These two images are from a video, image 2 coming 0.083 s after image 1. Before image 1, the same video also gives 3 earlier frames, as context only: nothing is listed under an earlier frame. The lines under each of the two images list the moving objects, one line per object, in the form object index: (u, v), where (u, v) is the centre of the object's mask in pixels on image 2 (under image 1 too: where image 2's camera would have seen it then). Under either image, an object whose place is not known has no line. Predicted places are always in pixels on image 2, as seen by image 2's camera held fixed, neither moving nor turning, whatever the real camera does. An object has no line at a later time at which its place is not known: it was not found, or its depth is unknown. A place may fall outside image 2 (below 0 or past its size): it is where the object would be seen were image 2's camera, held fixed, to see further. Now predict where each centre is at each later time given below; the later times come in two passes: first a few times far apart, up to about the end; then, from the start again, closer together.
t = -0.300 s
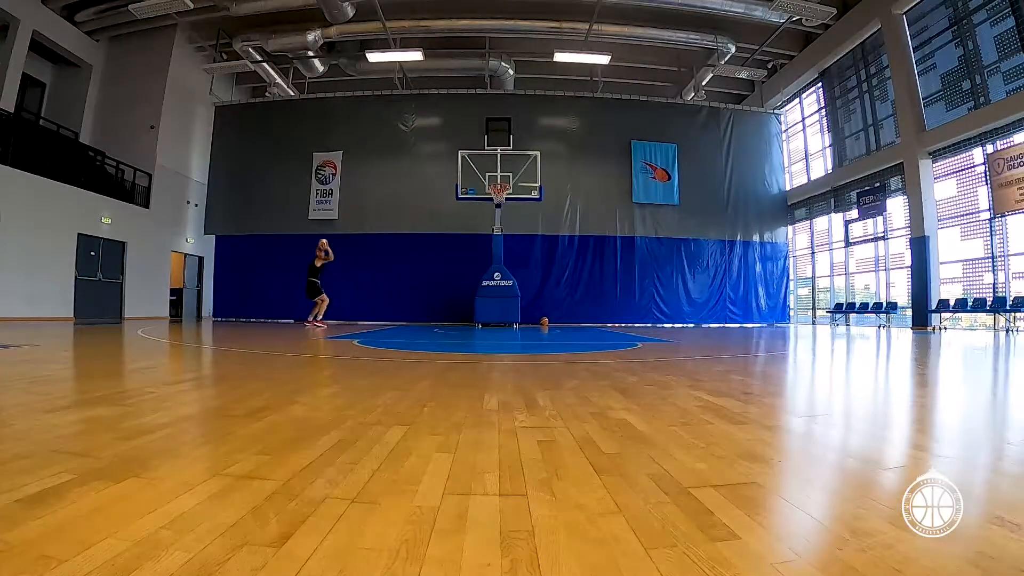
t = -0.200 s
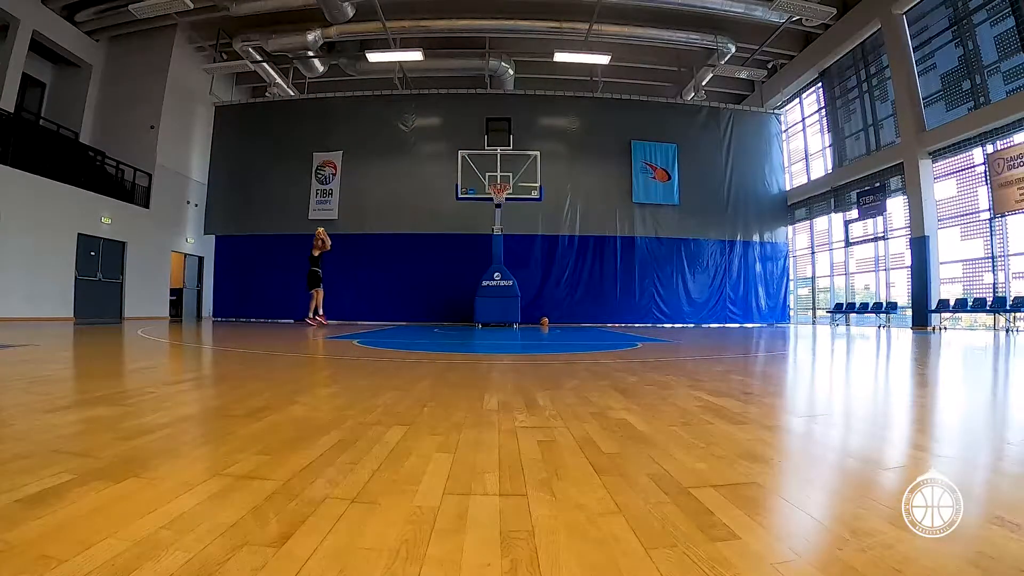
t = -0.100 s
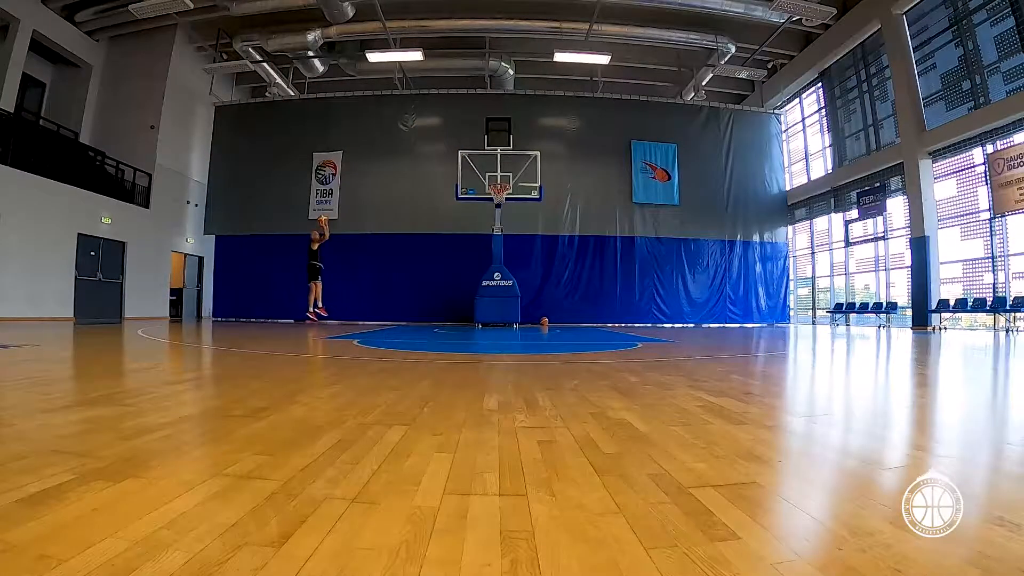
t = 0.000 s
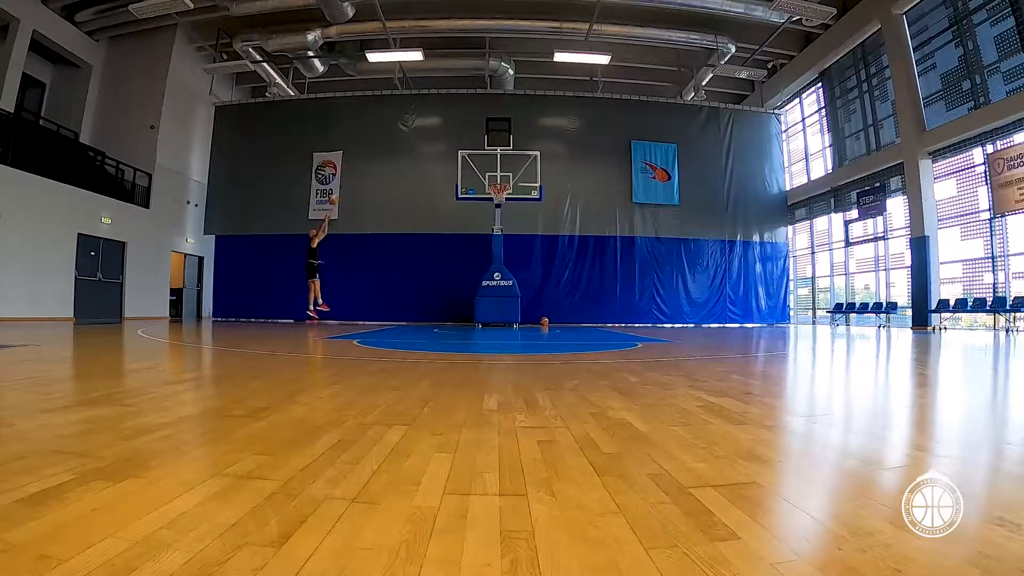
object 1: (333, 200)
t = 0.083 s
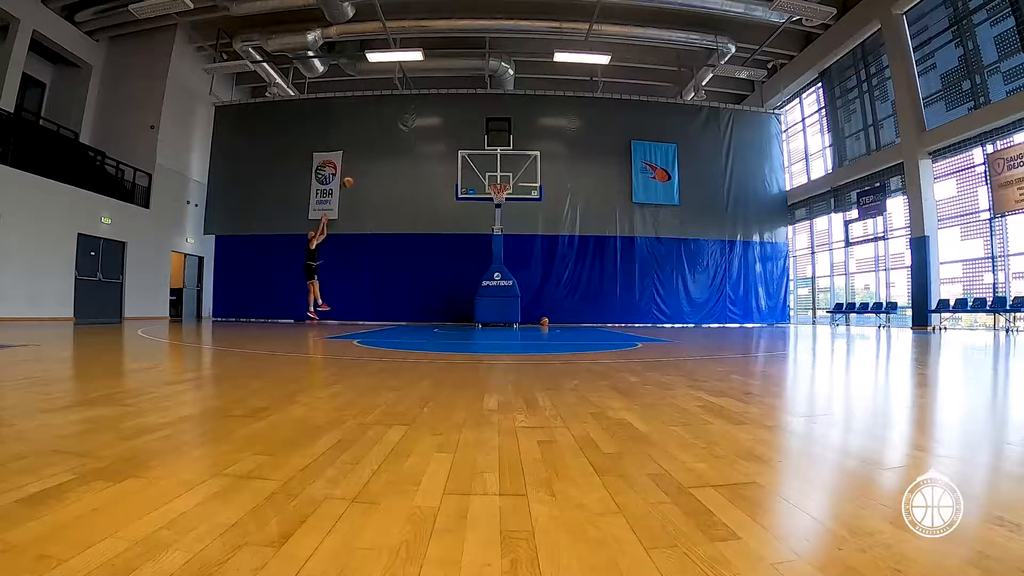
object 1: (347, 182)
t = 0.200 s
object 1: (367, 163)
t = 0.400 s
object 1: (401, 144)
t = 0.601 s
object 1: (433, 142)
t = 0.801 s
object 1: (465, 157)
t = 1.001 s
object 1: (499, 182)
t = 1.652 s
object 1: (502, 249)
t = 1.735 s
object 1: (504, 268)
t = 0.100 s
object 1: (351, 179)
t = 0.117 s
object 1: (354, 176)
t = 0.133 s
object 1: (356, 173)
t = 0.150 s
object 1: (360, 171)
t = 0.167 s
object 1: (362, 167)
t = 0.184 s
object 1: (364, 166)
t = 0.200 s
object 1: (367, 163)
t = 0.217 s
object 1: (370, 161)
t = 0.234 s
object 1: (373, 159)
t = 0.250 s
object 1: (376, 157)
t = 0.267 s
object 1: (379, 155)
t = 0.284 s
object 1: (381, 153)
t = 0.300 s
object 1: (384, 151)
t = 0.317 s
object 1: (387, 149)
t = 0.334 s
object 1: (389, 148)
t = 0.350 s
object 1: (393, 148)
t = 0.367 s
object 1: (395, 146)
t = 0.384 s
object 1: (398, 145)
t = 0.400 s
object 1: (401, 144)
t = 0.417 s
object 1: (403, 143)
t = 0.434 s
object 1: (406, 142)
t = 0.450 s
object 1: (408, 141)
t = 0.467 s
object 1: (411, 141)
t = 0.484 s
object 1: (414, 141)
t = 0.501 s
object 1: (416, 141)
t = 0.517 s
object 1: (419, 141)
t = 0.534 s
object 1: (422, 141)
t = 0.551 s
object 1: (425, 141)
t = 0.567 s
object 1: (428, 141)
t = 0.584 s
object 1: (431, 142)
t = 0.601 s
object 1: (433, 142)
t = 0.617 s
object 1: (435, 142)
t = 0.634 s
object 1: (438, 143)
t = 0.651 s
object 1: (441, 144)
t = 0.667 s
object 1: (444, 145)
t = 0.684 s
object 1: (447, 146)
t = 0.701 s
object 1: (450, 147)
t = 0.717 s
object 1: (452, 148)
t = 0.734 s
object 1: (455, 150)
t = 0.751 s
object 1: (457, 151)
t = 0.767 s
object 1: (460, 153)
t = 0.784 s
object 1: (463, 155)
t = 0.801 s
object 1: (465, 157)
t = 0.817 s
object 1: (467, 158)
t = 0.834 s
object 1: (471, 160)
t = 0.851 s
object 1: (474, 163)
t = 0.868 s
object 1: (476, 165)
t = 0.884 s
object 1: (479, 168)
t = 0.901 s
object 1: (482, 171)
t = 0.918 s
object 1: (484, 174)
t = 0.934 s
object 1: (487, 177)
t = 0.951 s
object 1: (489, 180)
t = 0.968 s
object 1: (492, 181)
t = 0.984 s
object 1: (495, 182)
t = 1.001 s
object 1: (499, 182)
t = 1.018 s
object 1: (502, 182)
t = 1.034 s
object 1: (504, 182)
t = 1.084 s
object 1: (505, 184)
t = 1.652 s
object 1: (502, 249)
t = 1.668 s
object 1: (503, 253)
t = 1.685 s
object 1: (503, 257)
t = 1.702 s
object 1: (503, 261)
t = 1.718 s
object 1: (504, 265)
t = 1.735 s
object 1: (504, 268)
